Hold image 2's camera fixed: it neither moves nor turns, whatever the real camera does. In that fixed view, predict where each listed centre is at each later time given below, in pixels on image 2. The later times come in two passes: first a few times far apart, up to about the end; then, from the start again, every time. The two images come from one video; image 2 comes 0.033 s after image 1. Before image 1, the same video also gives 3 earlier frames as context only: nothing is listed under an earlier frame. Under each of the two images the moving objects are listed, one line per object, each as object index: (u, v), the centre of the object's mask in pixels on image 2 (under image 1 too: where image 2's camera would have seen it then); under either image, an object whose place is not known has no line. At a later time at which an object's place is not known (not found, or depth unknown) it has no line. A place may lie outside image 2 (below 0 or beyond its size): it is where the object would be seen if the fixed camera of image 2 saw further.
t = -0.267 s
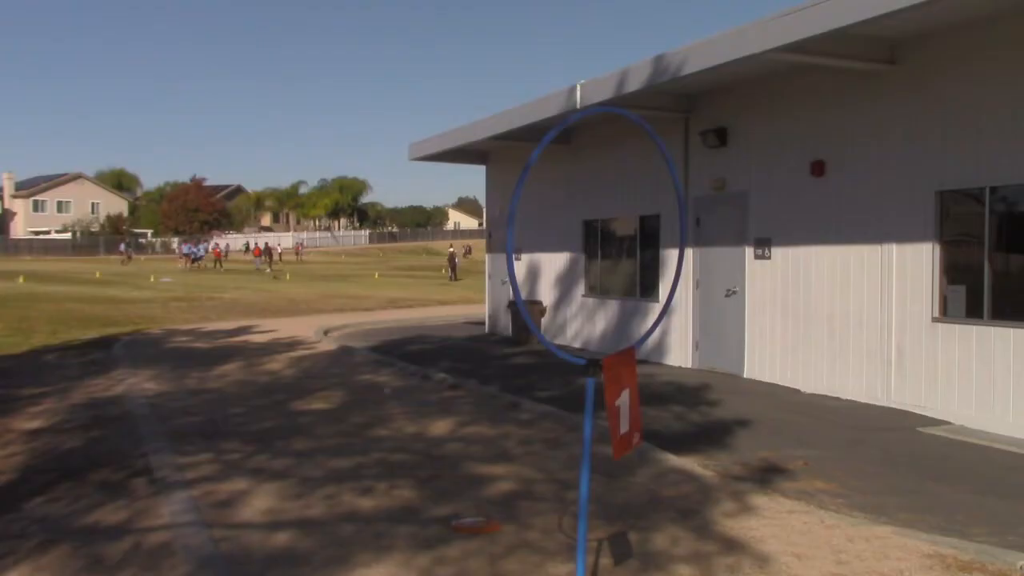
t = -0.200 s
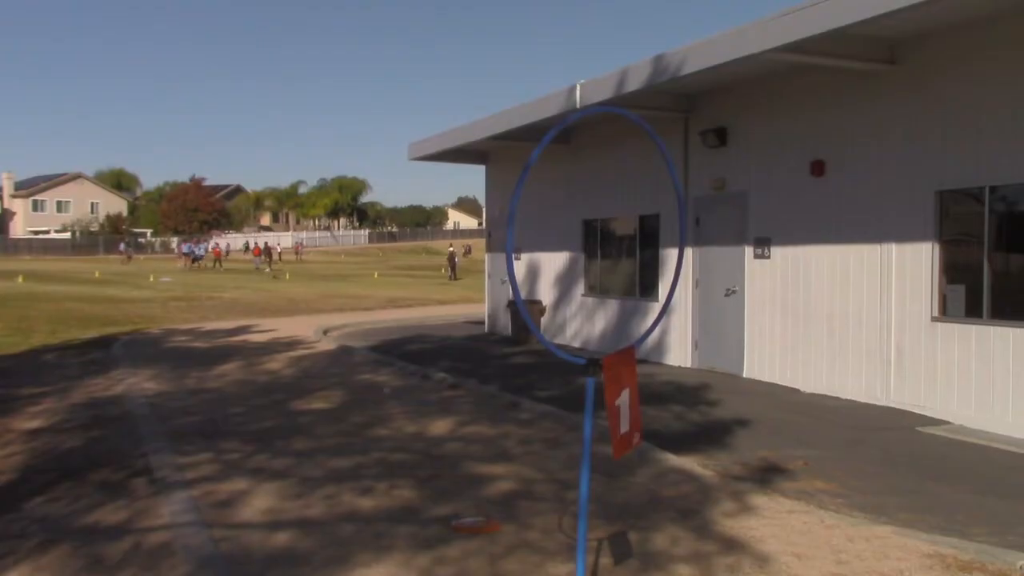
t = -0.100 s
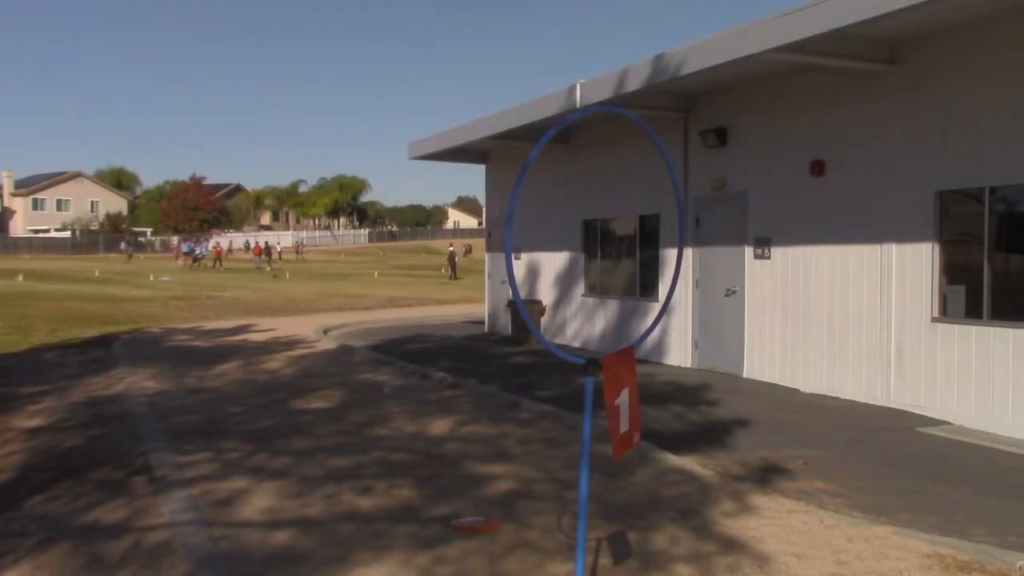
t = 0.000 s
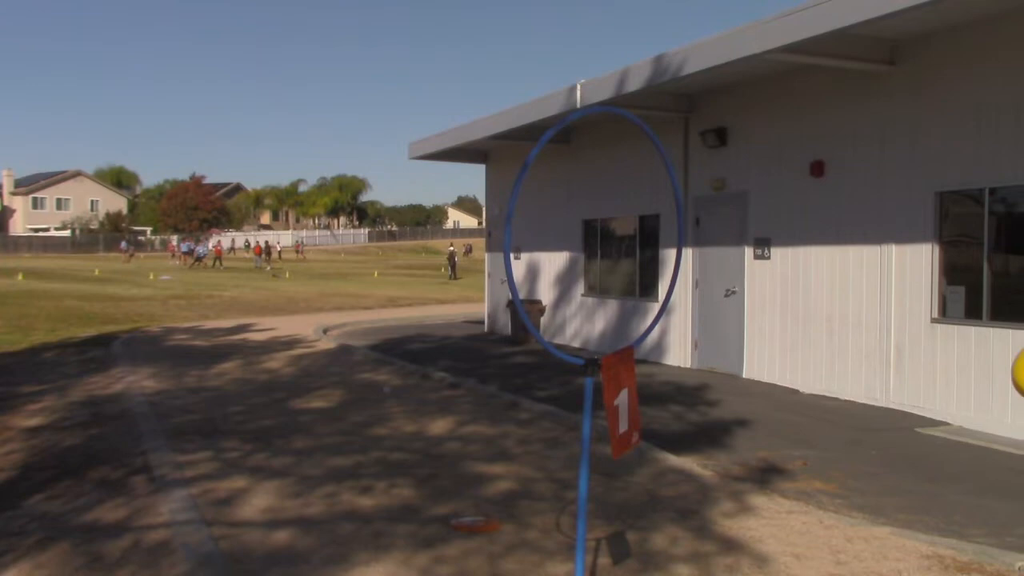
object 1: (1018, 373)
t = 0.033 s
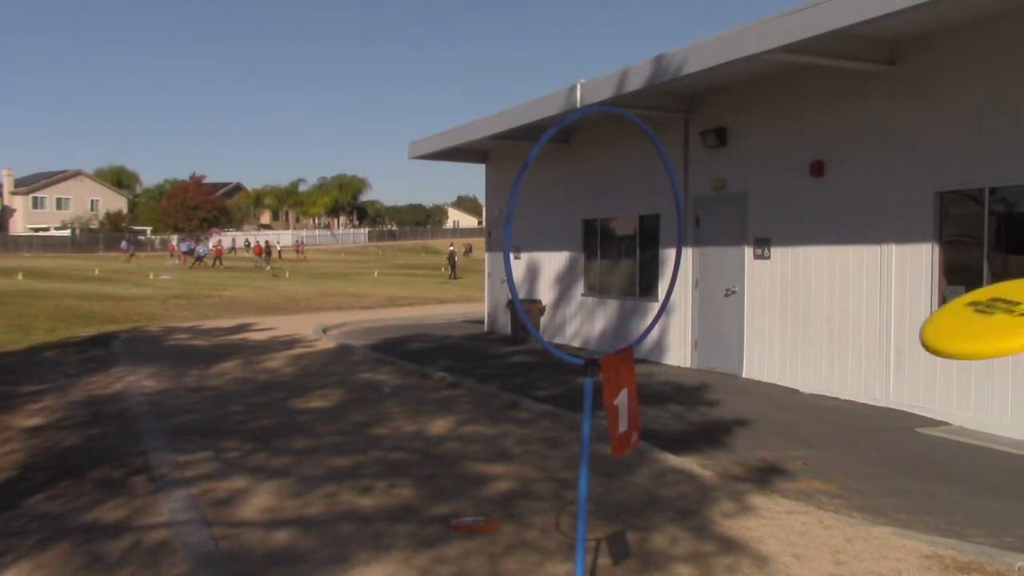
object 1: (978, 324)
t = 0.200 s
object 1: (706, 252)
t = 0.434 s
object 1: (522, 279)
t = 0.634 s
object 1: (423, 319)
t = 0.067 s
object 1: (920, 290)
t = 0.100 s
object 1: (849, 273)
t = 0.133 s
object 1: (794, 262)
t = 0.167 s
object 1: (747, 256)
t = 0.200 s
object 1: (706, 252)
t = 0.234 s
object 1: (669, 253)
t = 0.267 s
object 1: (638, 256)
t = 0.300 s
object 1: (611, 258)
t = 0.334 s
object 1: (585, 261)
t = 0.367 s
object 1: (563, 266)
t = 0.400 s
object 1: (545, 272)
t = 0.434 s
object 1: (522, 279)
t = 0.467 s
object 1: (501, 286)
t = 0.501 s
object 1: (485, 292)
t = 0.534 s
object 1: (469, 299)
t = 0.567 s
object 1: (453, 305)
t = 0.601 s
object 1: (438, 311)
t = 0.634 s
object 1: (423, 319)
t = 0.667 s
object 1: (411, 326)
